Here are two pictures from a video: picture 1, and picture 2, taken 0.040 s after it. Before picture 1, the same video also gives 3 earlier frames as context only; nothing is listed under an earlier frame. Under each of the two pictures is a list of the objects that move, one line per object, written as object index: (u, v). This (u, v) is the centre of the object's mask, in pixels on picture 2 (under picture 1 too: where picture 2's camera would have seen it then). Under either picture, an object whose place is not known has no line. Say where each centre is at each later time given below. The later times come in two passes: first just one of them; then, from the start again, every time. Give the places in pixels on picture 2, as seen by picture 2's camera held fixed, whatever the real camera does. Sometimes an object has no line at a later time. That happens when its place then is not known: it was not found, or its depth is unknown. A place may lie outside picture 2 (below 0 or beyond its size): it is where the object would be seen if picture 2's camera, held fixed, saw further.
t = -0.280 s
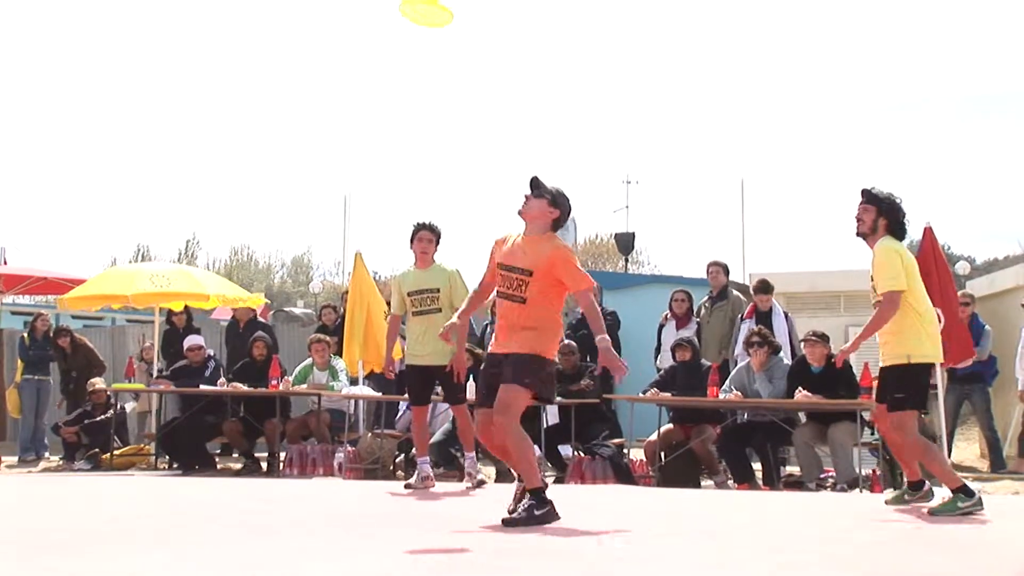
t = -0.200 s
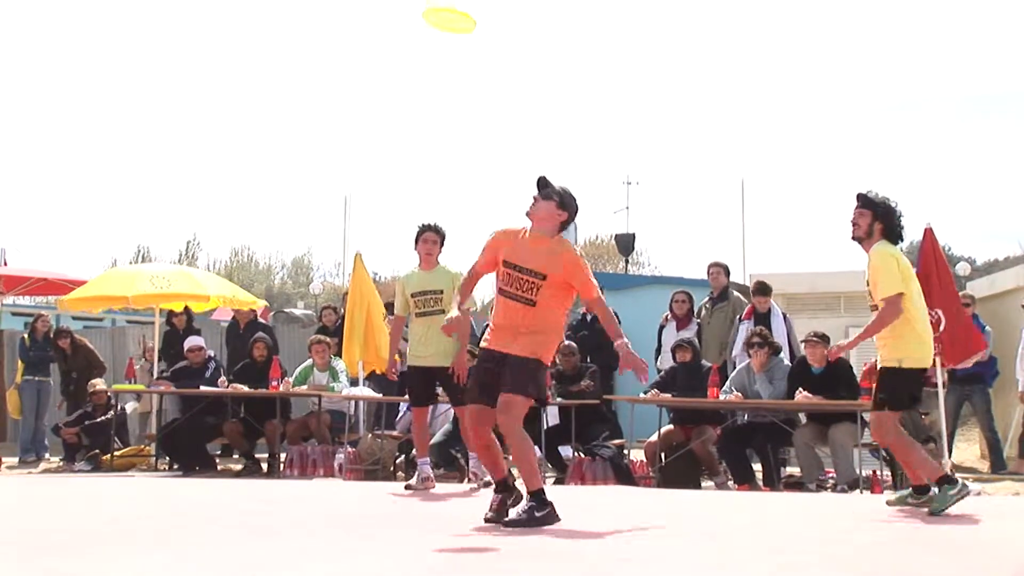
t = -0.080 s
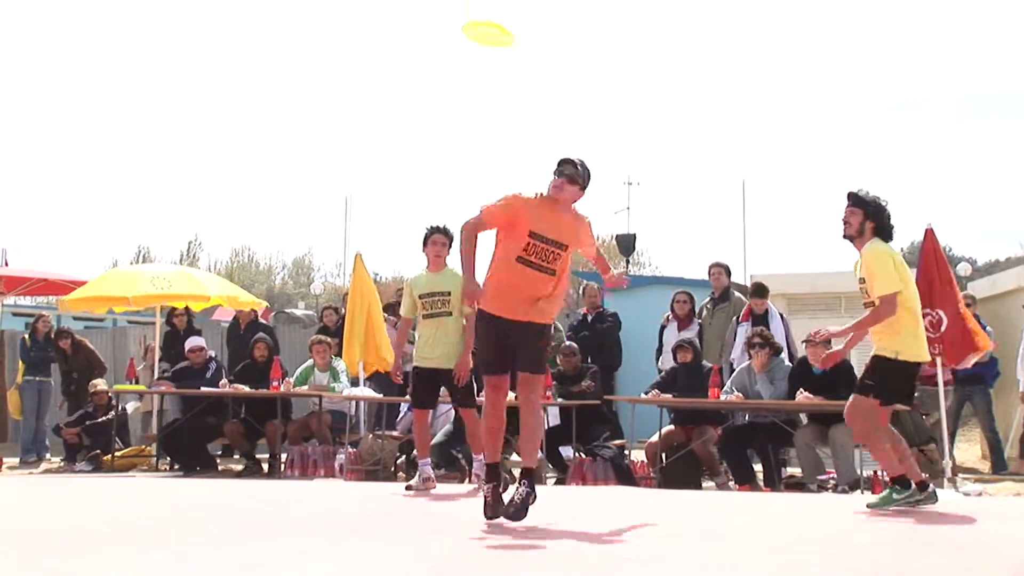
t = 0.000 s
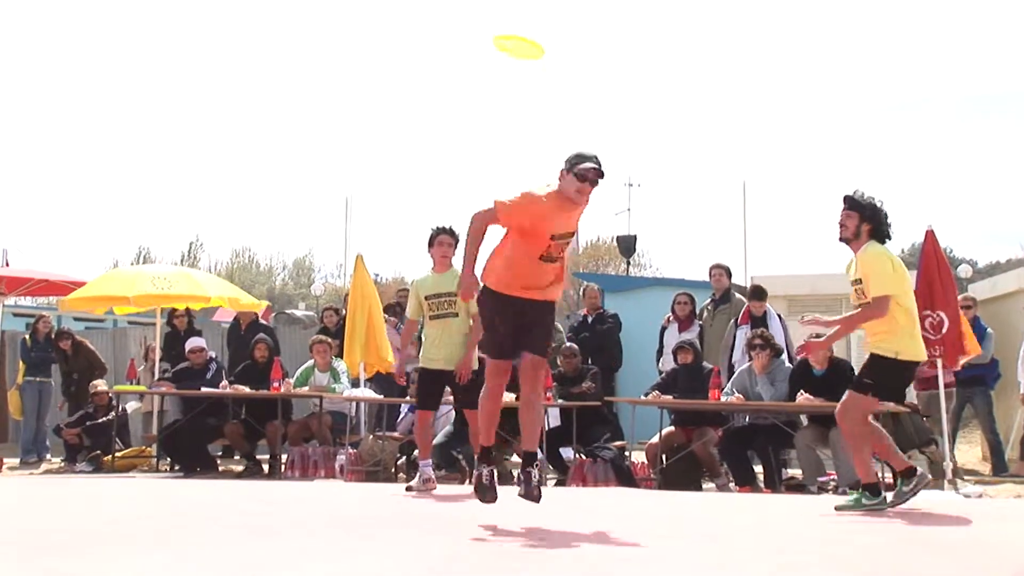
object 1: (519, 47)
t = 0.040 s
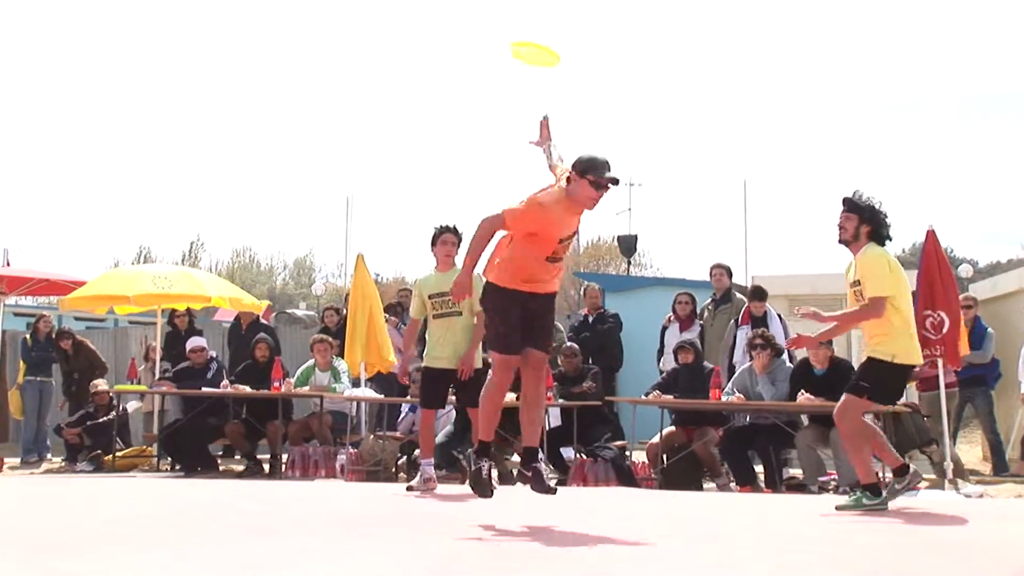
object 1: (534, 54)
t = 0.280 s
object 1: (637, 106)
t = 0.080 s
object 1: (549, 61)
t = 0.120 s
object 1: (566, 69)
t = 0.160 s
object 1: (582, 77)
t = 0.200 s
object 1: (601, 86)
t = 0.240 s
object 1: (620, 96)
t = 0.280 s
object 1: (637, 106)
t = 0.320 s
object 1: (656, 116)
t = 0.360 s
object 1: (674, 126)
